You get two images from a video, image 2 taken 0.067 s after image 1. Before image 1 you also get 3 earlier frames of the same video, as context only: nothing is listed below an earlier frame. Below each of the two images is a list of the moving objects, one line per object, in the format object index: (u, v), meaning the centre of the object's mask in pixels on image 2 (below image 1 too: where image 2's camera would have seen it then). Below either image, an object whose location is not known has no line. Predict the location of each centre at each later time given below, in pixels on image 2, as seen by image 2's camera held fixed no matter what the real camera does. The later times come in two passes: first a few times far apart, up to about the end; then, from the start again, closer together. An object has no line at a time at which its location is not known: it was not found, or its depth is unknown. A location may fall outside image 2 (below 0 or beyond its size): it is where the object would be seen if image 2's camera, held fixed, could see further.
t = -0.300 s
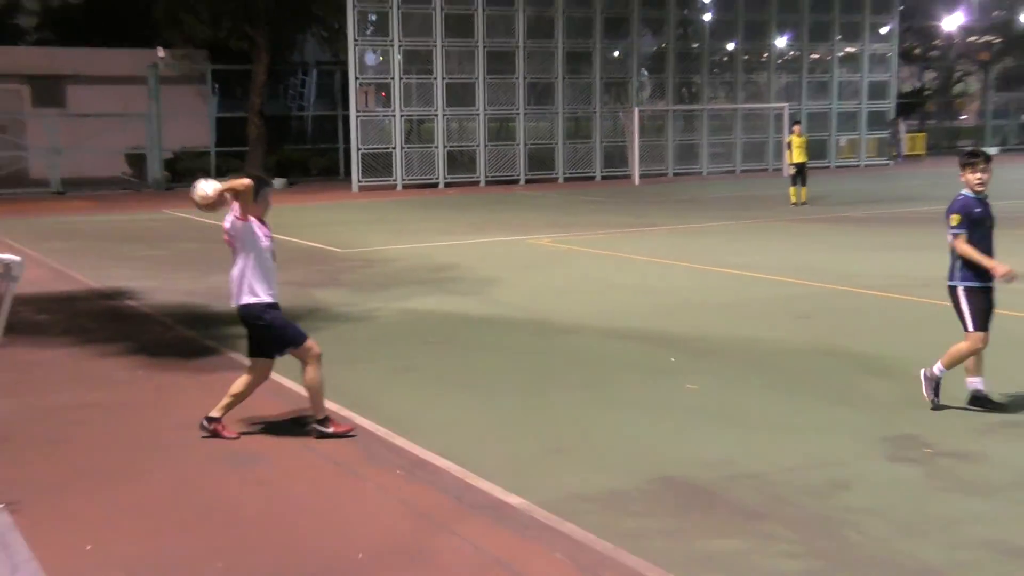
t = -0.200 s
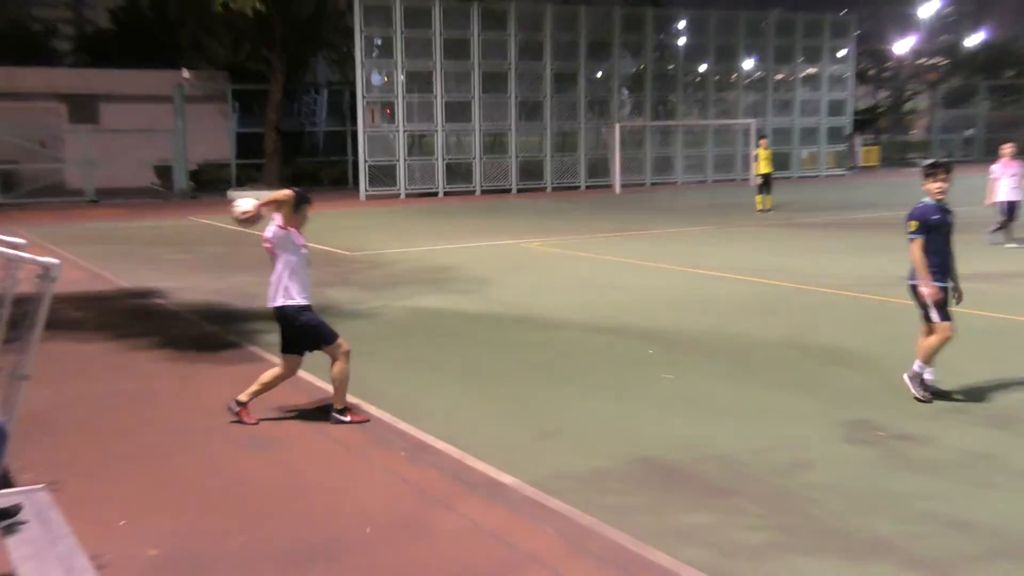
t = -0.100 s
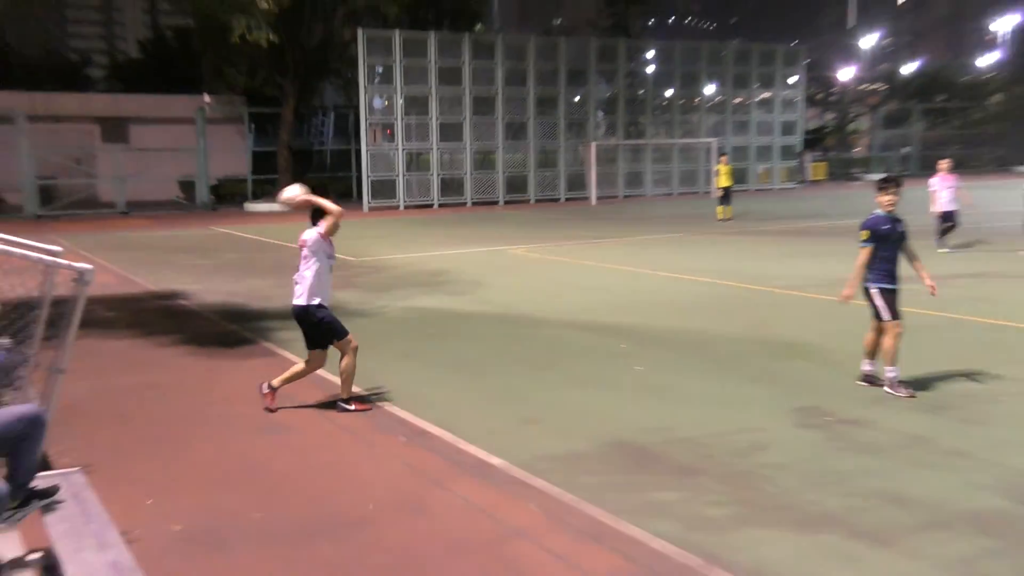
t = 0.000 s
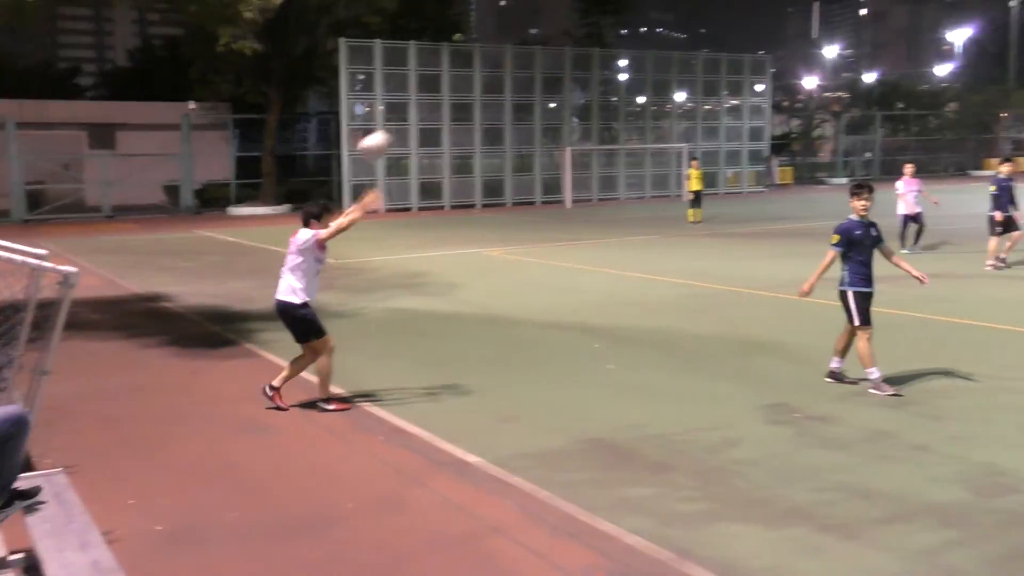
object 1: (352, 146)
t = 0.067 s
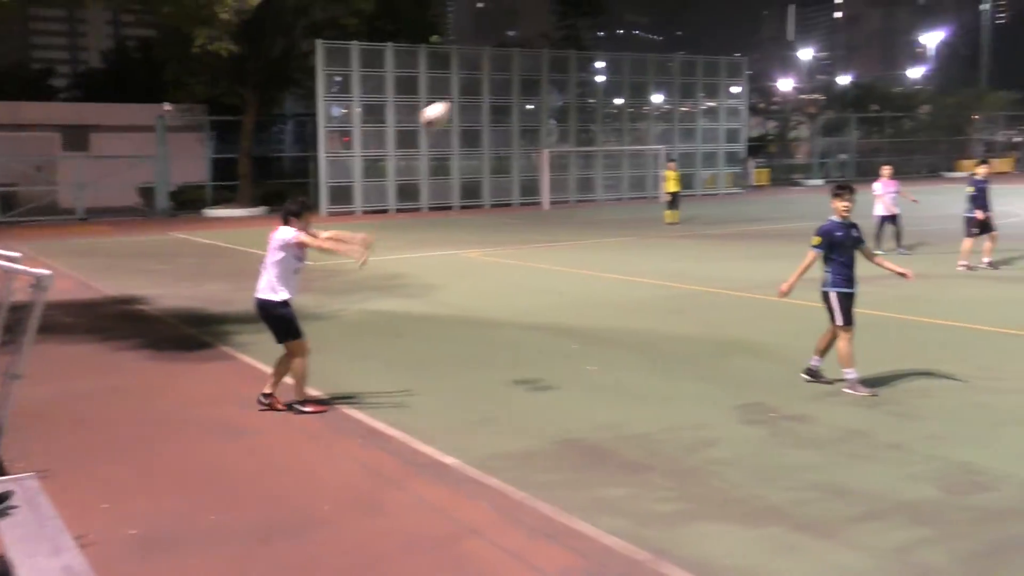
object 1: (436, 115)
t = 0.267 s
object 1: (676, 58)
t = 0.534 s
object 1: (979, 53)
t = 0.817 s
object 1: (1268, 136)
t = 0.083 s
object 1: (456, 108)
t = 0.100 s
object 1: (478, 102)
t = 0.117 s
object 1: (498, 97)
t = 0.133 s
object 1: (518, 91)
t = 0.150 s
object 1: (538, 86)
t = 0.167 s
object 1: (558, 81)
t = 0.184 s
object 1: (577, 77)
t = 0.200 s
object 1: (597, 72)
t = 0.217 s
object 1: (618, 67)
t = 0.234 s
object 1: (637, 64)
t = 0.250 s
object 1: (657, 61)
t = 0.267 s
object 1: (676, 58)
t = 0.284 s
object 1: (696, 55)
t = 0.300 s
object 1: (716, 53)
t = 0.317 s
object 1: (735, 51)
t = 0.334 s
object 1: (754, 49)
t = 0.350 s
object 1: (773, 48)
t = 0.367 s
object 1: (791, 45)
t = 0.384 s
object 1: (811, 46)
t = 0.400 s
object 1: (830, 46)
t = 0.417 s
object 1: (849, 45)
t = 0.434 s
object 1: (868, 45)
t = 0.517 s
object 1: (960, 51)
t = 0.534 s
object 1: (979, 53)
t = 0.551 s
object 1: (997, 56)
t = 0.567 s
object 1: (1014, 58)
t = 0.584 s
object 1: (1032, 61)
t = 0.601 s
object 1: (1049, 65)
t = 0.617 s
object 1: (1068, 69)
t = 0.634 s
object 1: (1085, 73)
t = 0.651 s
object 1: (1101, 77)
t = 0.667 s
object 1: (1119, 80)
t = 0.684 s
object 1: (1137, 86)
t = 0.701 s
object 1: (1153, 90)
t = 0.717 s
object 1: (1169, 96)
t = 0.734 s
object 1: (1186, 101)
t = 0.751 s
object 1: (1204, 109)
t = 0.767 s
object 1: (1219, 115)
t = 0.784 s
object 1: (1235, 121)
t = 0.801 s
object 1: (1251, 128)
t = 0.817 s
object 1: (1268, 136)
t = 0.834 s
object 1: (1284, 144)
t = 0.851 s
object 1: (1298, 150)
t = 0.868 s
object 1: (1314, 157)
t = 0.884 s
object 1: (1329, 165)
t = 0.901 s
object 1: (1344, 174)
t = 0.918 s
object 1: (1358, 183)
